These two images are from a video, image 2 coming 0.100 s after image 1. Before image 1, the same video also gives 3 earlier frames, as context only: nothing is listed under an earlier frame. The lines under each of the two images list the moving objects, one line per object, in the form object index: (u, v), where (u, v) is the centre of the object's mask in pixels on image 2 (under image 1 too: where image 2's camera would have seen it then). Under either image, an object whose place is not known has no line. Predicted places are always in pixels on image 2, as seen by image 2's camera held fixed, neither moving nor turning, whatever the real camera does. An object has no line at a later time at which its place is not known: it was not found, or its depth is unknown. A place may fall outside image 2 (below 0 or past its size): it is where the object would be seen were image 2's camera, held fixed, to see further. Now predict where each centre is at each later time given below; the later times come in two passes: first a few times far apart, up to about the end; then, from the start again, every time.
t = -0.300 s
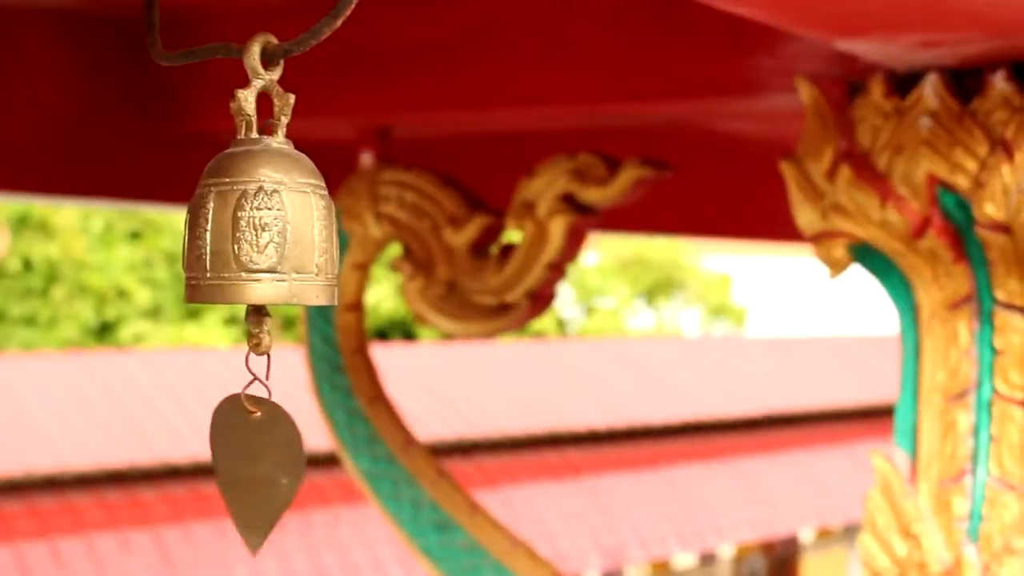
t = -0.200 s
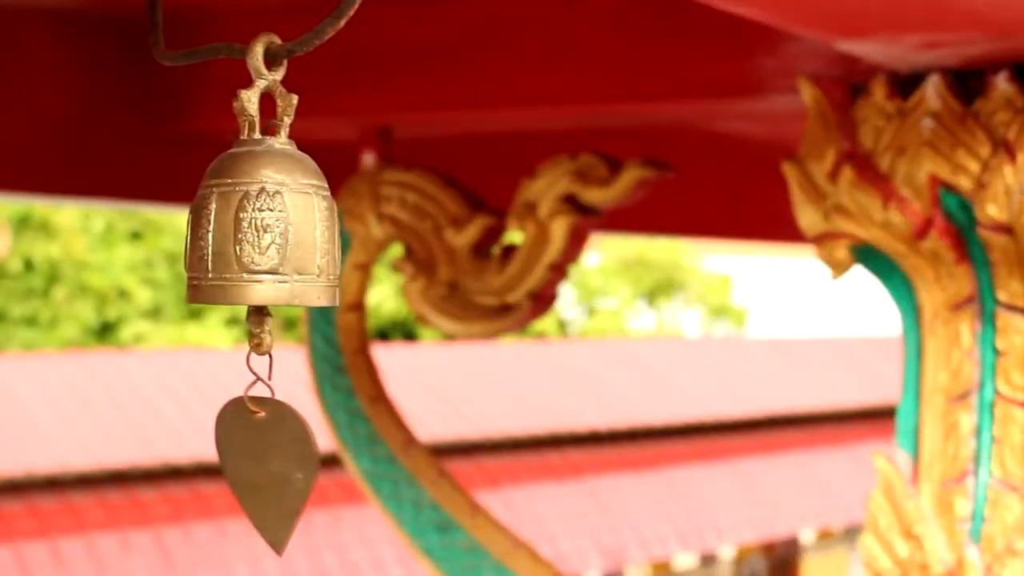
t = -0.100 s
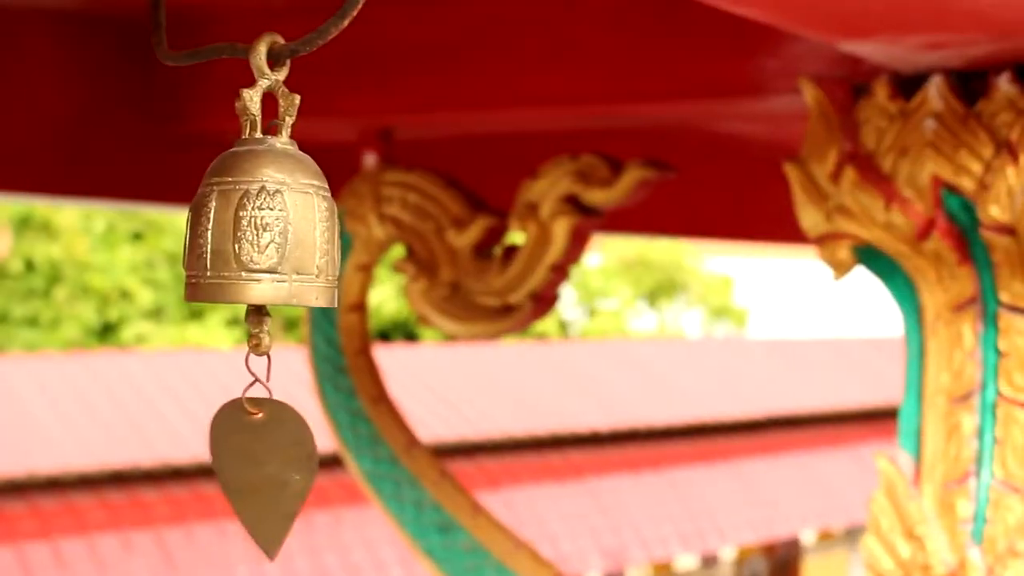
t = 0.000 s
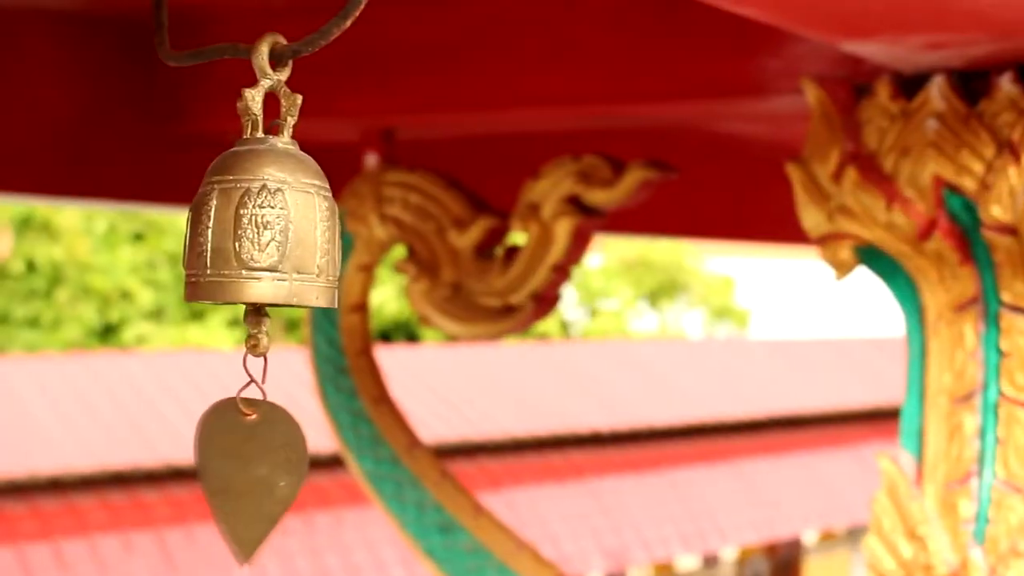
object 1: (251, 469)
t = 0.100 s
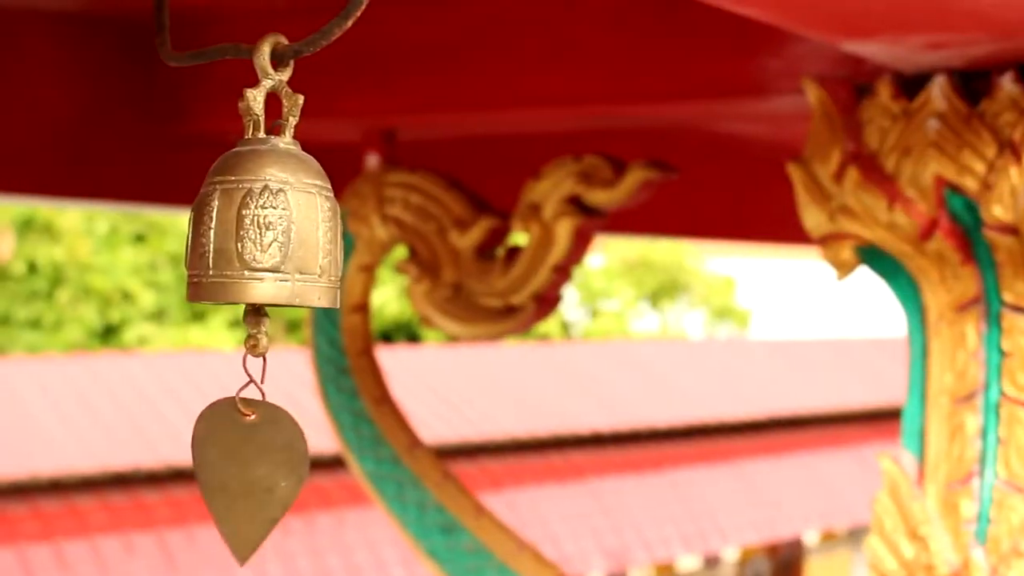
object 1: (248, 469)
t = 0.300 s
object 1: (271, 464)
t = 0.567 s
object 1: (253, 470)
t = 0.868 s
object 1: (264, 463)
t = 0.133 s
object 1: (251, 468)
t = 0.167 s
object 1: (255, 468)
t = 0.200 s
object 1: (259, 465)
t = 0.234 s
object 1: (263, 464)
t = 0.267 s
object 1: (267, 464)
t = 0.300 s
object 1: (271, 464)
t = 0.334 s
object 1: (273, 464)
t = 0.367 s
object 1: (273, 464)
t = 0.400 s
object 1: (271, 465)
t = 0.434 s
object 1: (268, 466)
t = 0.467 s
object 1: (264, 467)
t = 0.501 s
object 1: (260, 469)
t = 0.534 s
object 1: (256, 469)
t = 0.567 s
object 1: (253, 470)
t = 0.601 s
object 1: (250, 469)
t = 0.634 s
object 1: (249, 468)
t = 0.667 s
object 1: (248, 467)
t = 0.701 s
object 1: (248, 466)
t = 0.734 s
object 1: (249, 465)
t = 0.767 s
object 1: (252, 464)
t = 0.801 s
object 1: (256, 463)
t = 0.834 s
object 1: (260, 462)
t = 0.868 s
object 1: (264, 463)
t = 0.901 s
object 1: (270, 465)
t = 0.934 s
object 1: (275, 466)
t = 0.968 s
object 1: (276, 467)
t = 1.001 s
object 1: (274, 467)
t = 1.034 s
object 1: (270, 465)
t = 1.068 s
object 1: (263, 466)
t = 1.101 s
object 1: (254, 468)
